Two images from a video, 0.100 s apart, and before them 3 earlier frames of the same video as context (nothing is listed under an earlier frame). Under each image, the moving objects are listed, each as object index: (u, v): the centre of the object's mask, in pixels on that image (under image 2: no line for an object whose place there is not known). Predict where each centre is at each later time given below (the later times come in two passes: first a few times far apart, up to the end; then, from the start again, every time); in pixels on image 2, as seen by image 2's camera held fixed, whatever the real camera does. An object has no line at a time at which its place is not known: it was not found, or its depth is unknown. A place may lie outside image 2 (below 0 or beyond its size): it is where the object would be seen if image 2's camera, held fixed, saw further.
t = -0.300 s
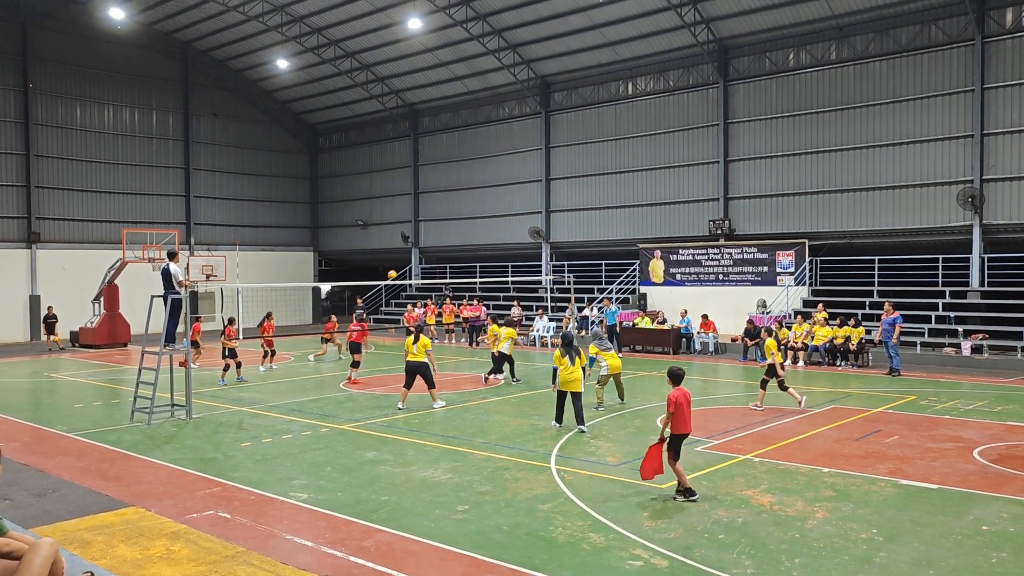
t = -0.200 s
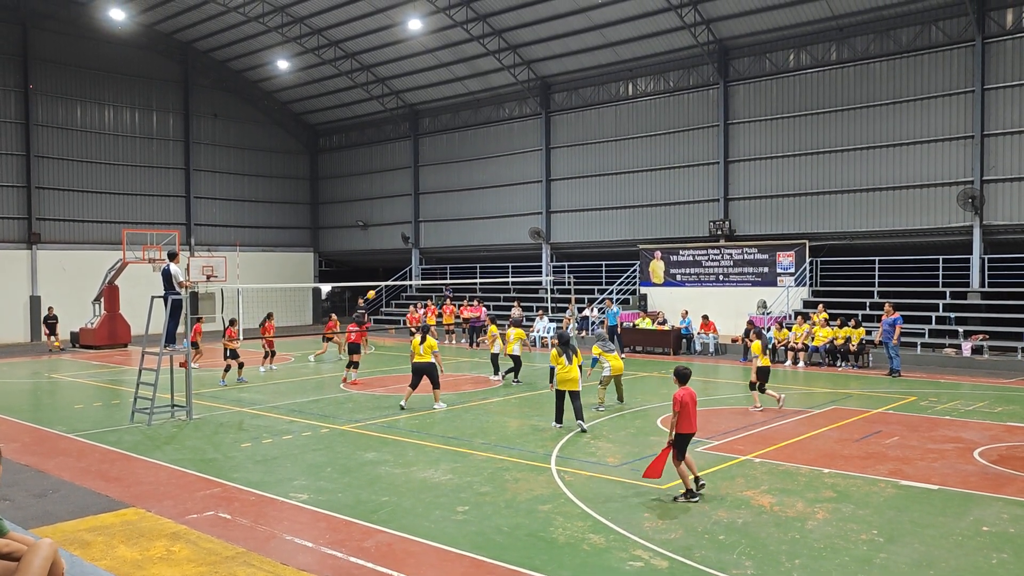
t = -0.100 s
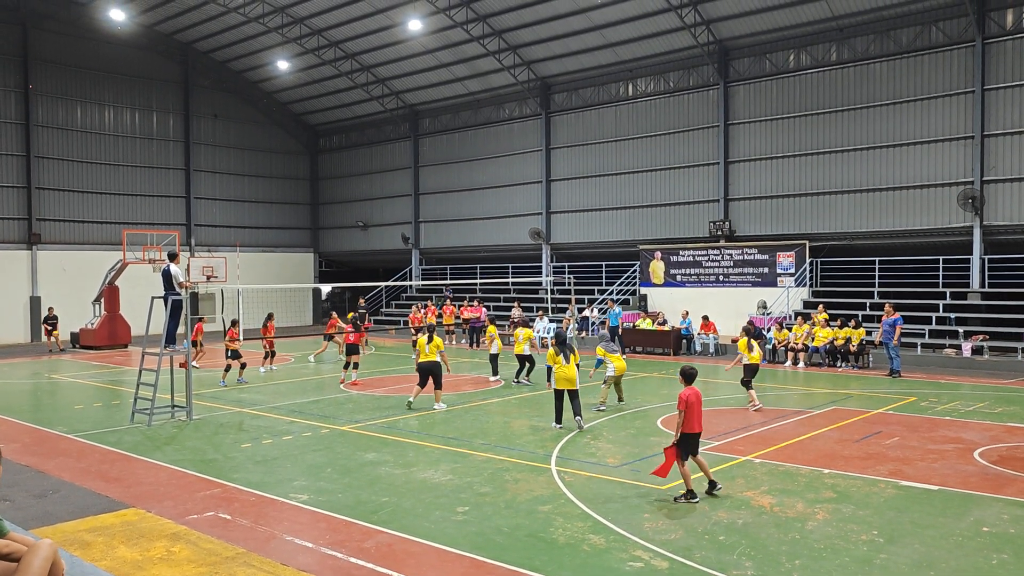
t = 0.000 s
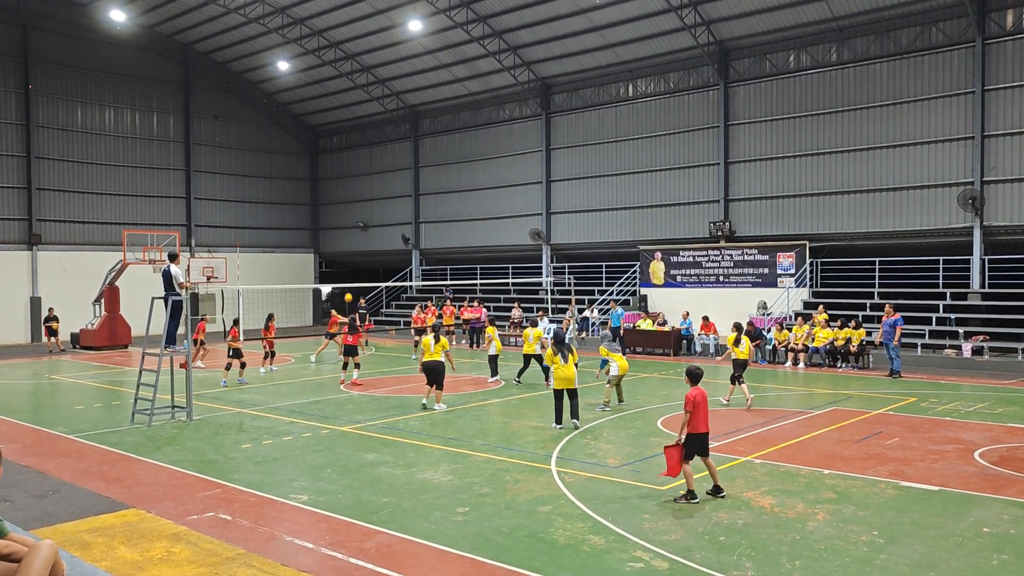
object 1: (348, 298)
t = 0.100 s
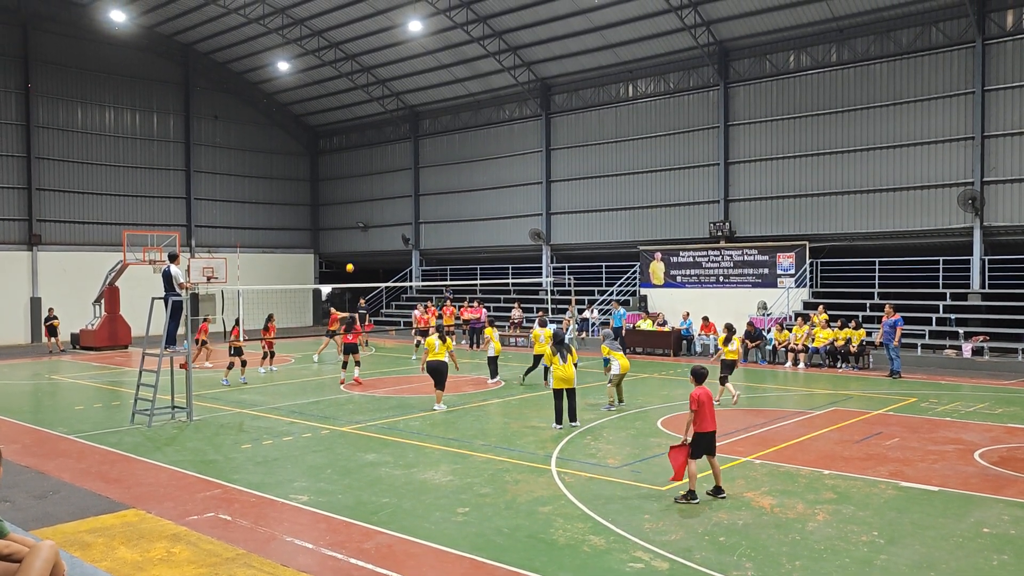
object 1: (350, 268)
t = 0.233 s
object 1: (351, 233)
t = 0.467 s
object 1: (354, 185)
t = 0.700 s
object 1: (356, 157)
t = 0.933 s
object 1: (359, 148)
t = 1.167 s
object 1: (361, 157)
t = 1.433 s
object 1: (365, 195)
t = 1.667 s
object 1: (370, 249)
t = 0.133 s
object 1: (350, 259)
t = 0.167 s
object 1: (350, 250)
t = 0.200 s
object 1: (351, 241)
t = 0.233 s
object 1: (351, 233)
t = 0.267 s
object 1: (352, 225)
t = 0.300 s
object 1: (352, 217)
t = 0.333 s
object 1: (352, 210)
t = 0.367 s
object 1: (353, 203)
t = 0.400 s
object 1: (353, 197)
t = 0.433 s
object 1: (354, 191)
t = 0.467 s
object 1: (354, 185)
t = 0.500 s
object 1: (354, 180)
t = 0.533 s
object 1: (354, 175)
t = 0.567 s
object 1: (355, 171)
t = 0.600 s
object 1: (355, 167)
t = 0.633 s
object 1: (356, 164)
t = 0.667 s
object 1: (356, 160)
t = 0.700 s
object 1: (356, 157)
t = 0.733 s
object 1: (357, 155)
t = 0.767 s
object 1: (357, 152)
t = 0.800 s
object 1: (357, 151)
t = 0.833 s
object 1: (358, 150)
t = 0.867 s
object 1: (358, 148)
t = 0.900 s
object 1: (359, 148)
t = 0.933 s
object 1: (359, 148)
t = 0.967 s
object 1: (359, 148)
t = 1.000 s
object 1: (360, 148)
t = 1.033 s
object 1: (360, 150)
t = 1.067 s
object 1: (360, 151)
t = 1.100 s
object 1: (361, 153)
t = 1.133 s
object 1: (361, 155)
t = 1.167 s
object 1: (361, 157)
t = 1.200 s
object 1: (362, 161)
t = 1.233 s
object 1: (362, 165)
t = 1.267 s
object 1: (363, 168)
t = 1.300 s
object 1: (363, 173)
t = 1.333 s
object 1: (364, 178)
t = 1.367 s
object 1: (364, 182)
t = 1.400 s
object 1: (365, 189)
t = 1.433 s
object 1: (365, 195)
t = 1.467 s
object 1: (366, 201)
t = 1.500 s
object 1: (367, 208)
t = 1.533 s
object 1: (367, 215)
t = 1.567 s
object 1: (368, 223)
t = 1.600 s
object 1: (368, 231)
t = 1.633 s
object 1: (369, 240)
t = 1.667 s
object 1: (370, 249)
